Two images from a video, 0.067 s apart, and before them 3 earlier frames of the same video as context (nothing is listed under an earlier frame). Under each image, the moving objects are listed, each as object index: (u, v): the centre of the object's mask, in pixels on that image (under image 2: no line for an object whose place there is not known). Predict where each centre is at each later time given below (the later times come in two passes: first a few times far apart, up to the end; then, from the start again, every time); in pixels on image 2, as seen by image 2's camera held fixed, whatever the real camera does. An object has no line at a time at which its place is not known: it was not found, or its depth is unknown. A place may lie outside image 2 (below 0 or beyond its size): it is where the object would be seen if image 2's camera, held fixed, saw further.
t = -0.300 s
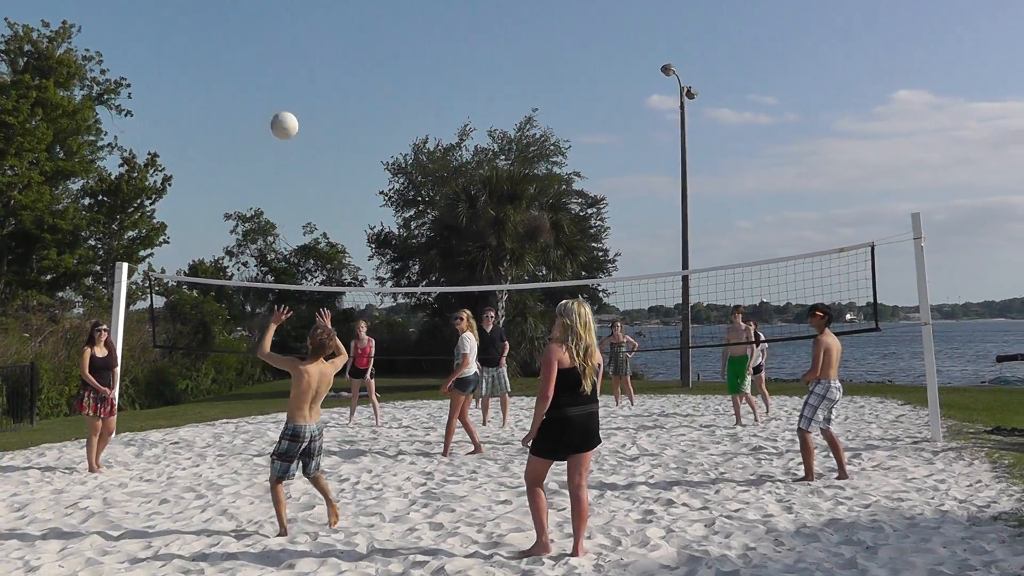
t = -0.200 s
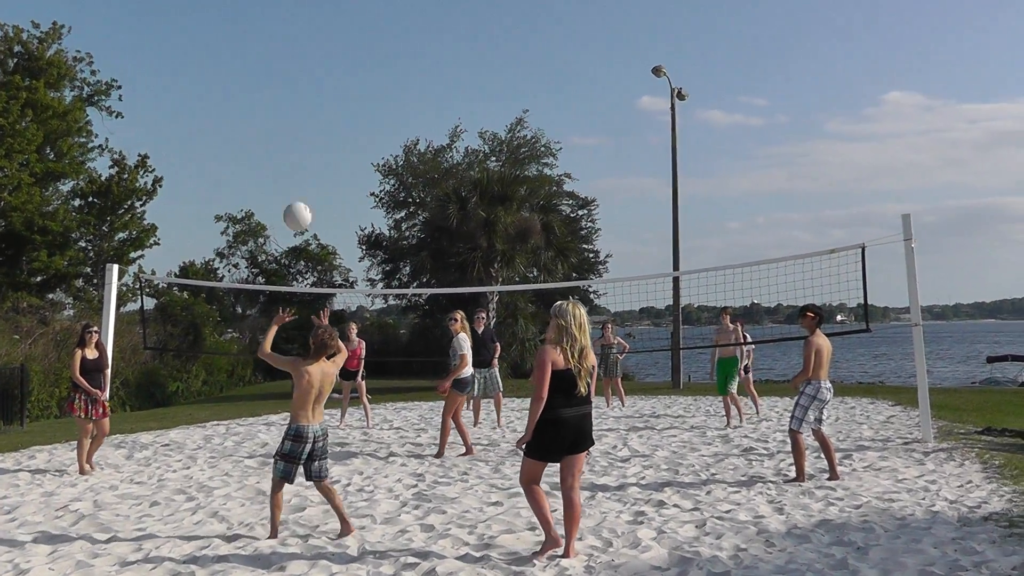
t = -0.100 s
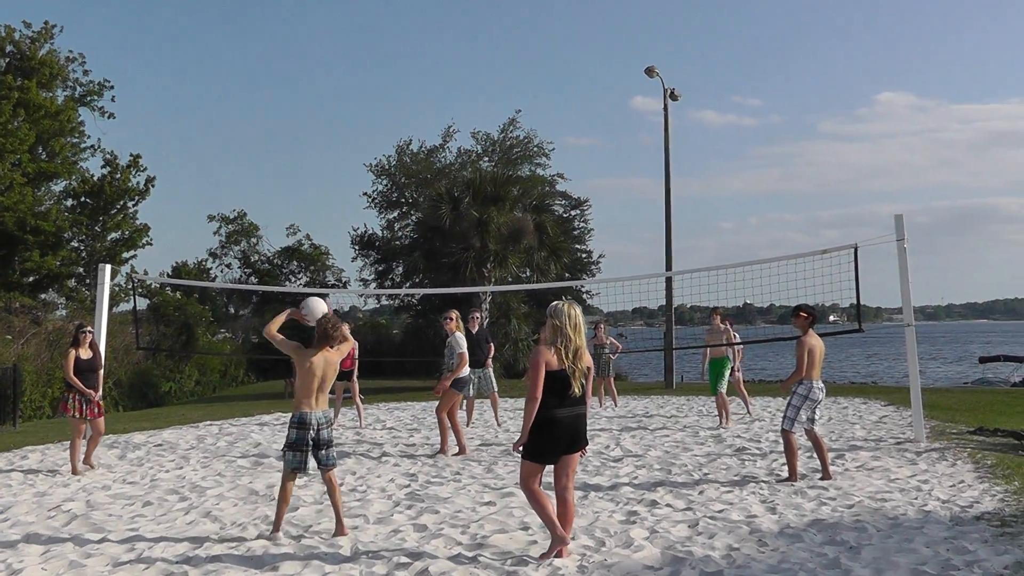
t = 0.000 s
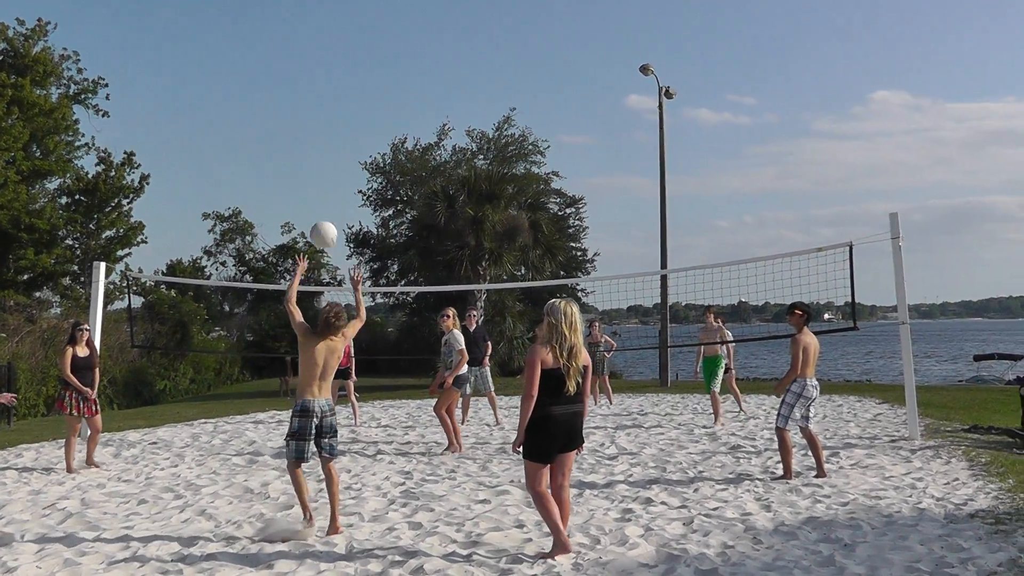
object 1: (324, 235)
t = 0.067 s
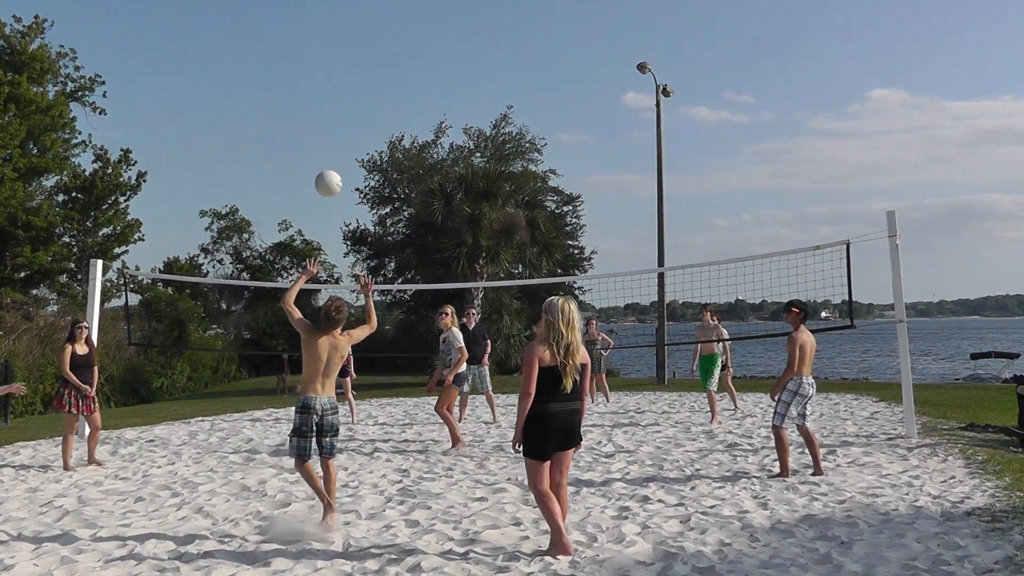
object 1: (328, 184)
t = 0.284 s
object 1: (352, 80)
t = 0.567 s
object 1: (379, 41)
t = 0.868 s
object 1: (403, 90)
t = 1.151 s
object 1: (423, 208)
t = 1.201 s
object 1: (426, 235)
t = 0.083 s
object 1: (330, 173)
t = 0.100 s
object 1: (332, 163)
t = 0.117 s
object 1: (334, 153)
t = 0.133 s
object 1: (336, 144)
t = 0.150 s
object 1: (338, 135)
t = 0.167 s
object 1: (340, 126)
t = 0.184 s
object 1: (341, 119)
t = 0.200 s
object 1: (343, 111)
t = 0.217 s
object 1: (345, 104)
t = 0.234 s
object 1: (346, 98)
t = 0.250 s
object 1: (348, 91)
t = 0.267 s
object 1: (350, 86)
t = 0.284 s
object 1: (352, 80)
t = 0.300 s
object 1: (354, 75)
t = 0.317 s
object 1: (355, 71)
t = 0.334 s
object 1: (357, 66)
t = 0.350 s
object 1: (359, 62)
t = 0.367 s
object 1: (361, 59)
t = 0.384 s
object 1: (362, 55)
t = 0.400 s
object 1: (363, 52)
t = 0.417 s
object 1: (365, 49)
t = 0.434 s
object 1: (367, 47)
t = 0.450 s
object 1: (368, 45)
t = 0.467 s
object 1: (370, 44)
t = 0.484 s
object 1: (371, 43)
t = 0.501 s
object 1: (373, 42)
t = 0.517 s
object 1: (374, 41)
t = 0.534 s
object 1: (376, 40)
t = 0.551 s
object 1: (377, 40)
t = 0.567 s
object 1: (379, 41)
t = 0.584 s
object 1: (380, 41)
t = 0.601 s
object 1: (381, 42)
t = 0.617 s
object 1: (383, 43)
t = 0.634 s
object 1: (384, 44)
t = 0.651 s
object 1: (386, 46)
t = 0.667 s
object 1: (387, 48)
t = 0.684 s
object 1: (388, 50)
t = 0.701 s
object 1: (390, 52)
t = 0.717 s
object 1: (391, 55)
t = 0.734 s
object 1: (393, 58)
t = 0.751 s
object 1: (394, 61)
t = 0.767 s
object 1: (395, 65)
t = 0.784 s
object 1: (397, 68)
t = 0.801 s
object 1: (398, 72)
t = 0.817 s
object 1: (399, 77)
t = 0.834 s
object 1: (401, 81)
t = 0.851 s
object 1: (402, 86)
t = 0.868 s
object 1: (403, 90)
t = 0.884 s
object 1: (405, 96)
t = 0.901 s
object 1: (406, 101)
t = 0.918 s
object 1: (407, 106)
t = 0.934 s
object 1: (409, 112)
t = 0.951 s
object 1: (410, 118)
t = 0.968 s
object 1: (411, 125)
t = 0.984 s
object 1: (412, 132)
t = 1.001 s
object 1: (413, 138)
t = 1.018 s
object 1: (414, 145)
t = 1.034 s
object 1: (416, 152)
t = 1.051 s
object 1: (417, 160)
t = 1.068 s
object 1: (418, 167)
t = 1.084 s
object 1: (419, 175)
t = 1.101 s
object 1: (420, 183)
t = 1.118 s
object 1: (421, 191)
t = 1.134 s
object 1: (422, 200)
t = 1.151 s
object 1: (423, 208)
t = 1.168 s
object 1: (424, 217)
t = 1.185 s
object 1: (425, 226)
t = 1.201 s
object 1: (426, 235)
